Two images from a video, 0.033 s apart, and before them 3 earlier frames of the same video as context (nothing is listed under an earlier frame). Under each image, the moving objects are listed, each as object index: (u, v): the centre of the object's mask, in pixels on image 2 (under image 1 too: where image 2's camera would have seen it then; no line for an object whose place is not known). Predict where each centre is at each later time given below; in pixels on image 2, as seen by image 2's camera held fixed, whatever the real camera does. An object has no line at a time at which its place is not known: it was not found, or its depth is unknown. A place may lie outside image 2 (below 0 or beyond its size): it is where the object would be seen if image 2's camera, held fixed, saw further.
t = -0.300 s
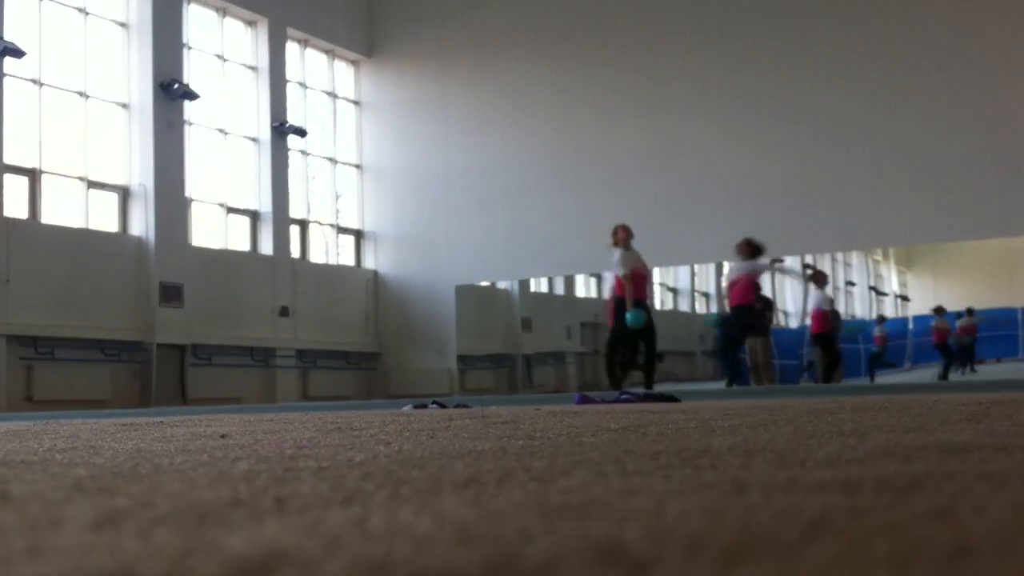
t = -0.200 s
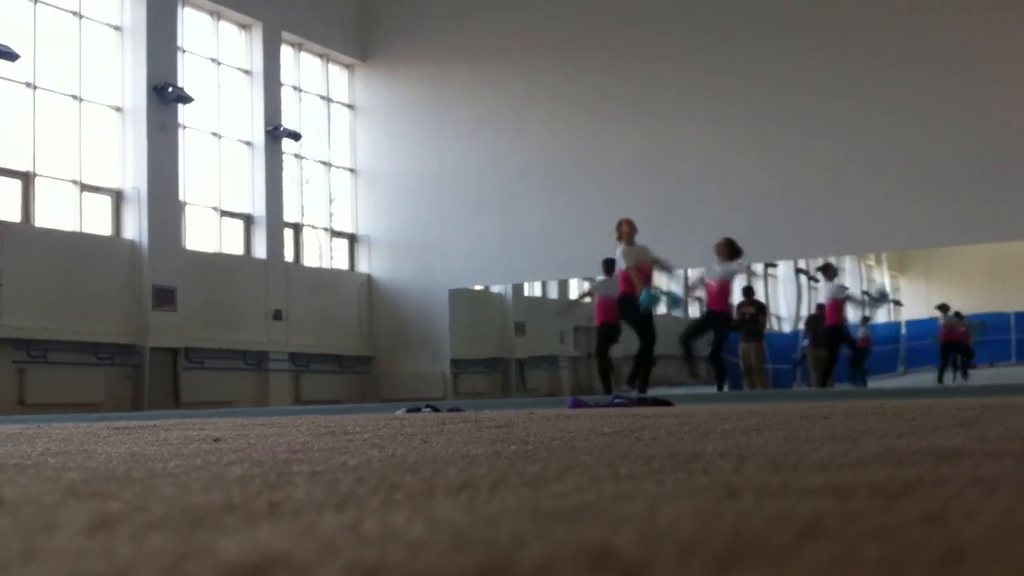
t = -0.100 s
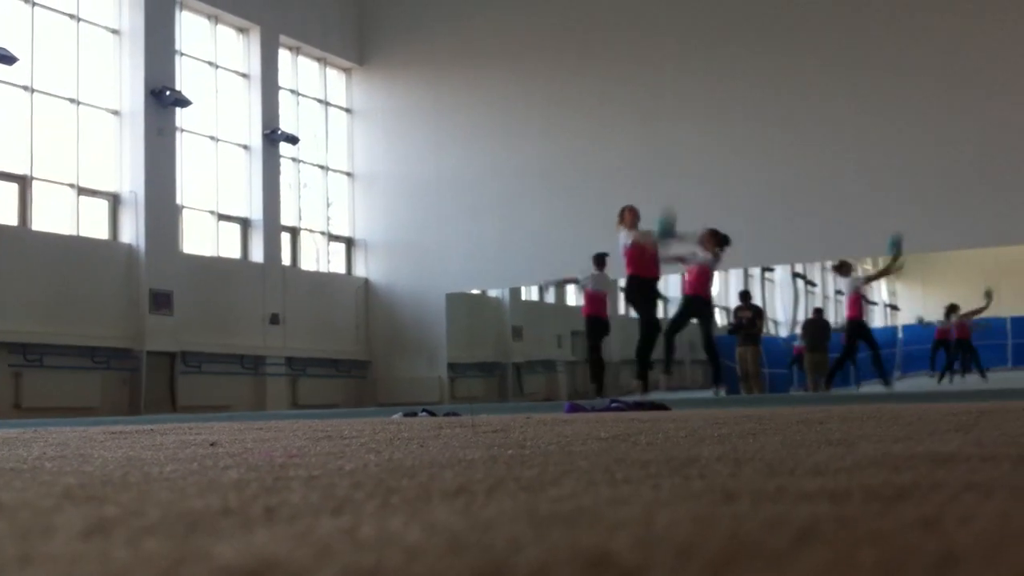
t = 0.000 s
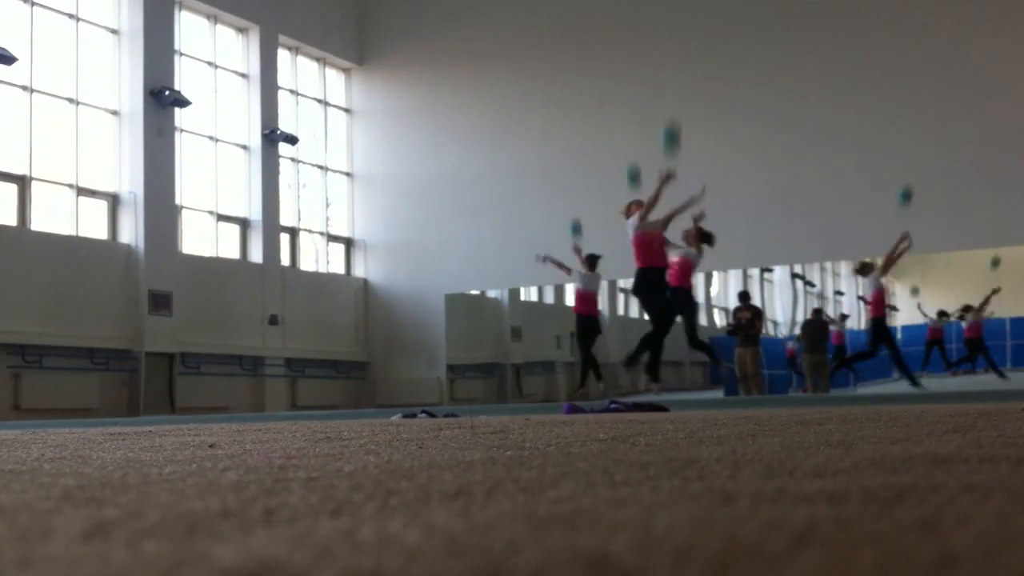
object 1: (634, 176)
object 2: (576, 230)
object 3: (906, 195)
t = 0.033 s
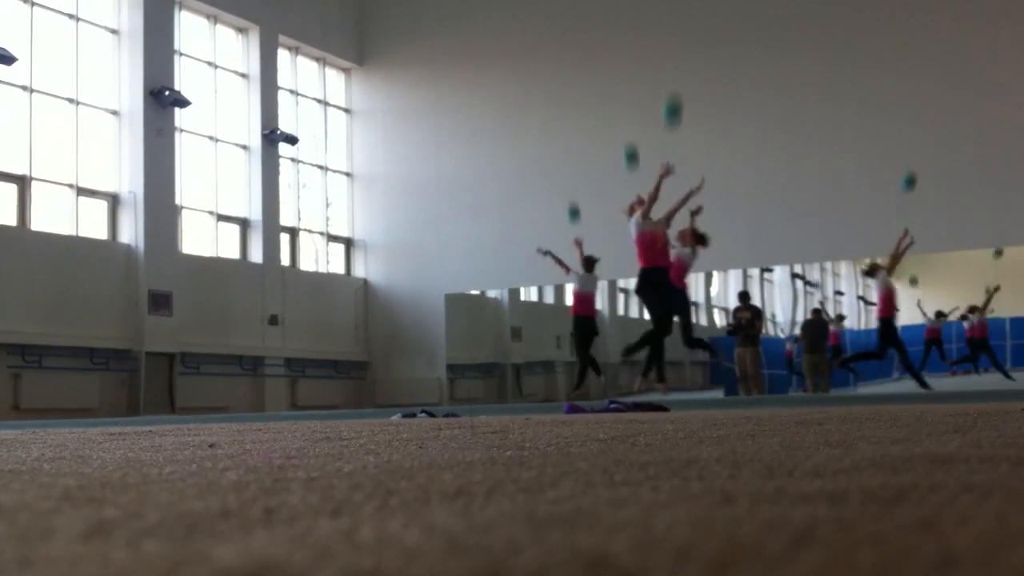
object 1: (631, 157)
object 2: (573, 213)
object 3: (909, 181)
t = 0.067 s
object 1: (629, 138)
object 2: (571, 198)
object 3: (913, 169)
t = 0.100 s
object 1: (626, 120)
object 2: (569, 184)
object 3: (917, 156)
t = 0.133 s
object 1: (623, 106)
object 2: (566, 172)
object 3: (920, 147)
